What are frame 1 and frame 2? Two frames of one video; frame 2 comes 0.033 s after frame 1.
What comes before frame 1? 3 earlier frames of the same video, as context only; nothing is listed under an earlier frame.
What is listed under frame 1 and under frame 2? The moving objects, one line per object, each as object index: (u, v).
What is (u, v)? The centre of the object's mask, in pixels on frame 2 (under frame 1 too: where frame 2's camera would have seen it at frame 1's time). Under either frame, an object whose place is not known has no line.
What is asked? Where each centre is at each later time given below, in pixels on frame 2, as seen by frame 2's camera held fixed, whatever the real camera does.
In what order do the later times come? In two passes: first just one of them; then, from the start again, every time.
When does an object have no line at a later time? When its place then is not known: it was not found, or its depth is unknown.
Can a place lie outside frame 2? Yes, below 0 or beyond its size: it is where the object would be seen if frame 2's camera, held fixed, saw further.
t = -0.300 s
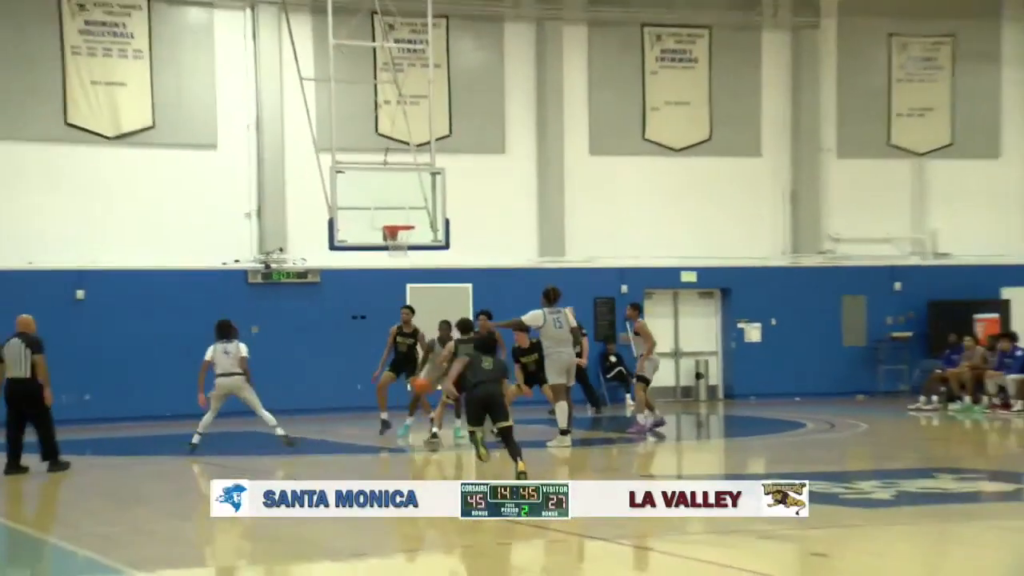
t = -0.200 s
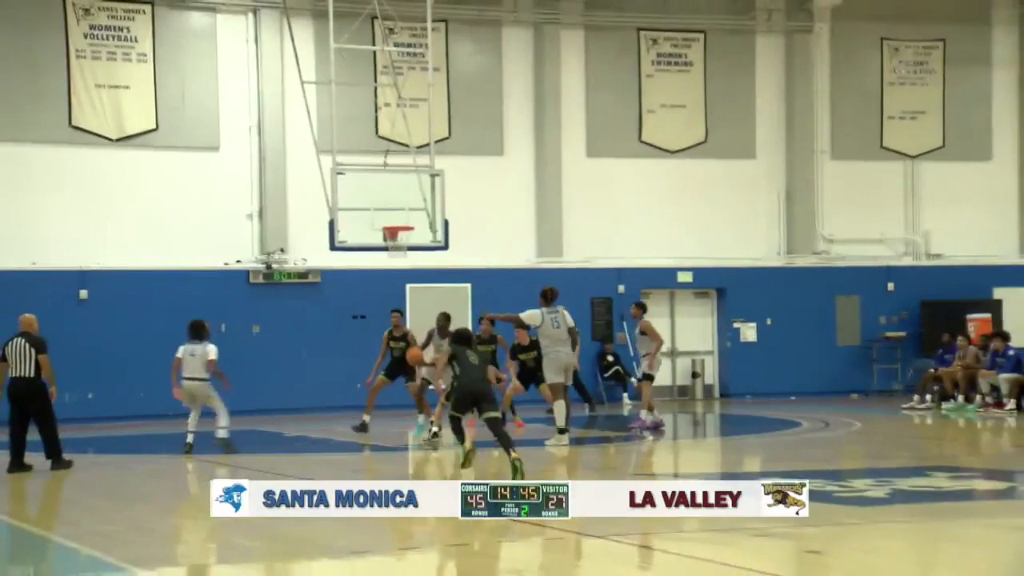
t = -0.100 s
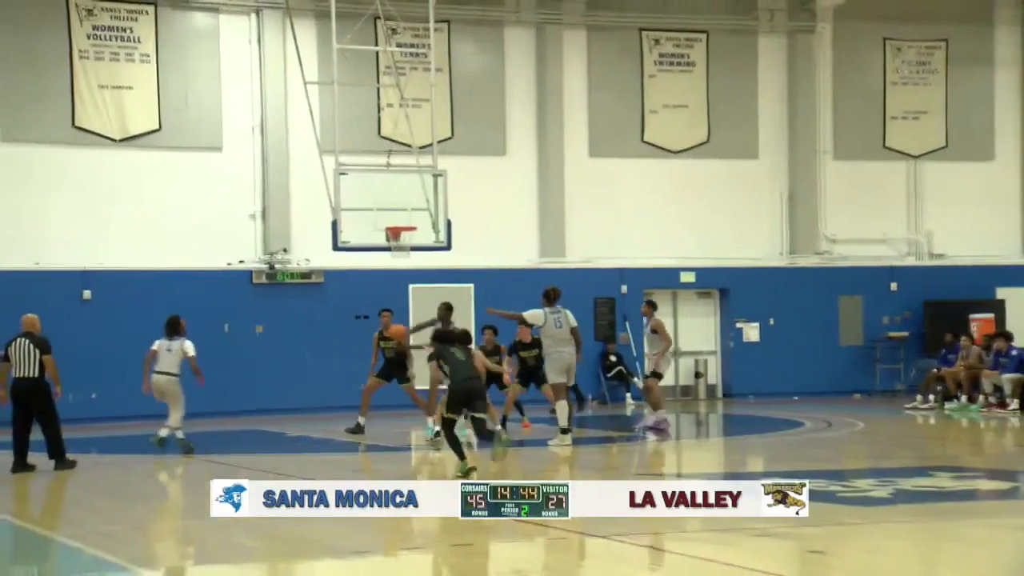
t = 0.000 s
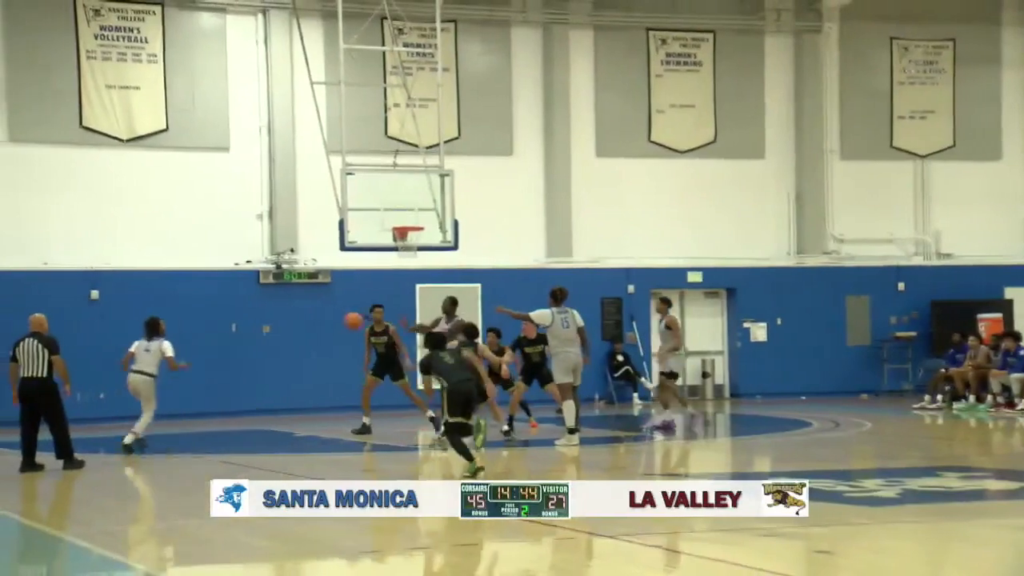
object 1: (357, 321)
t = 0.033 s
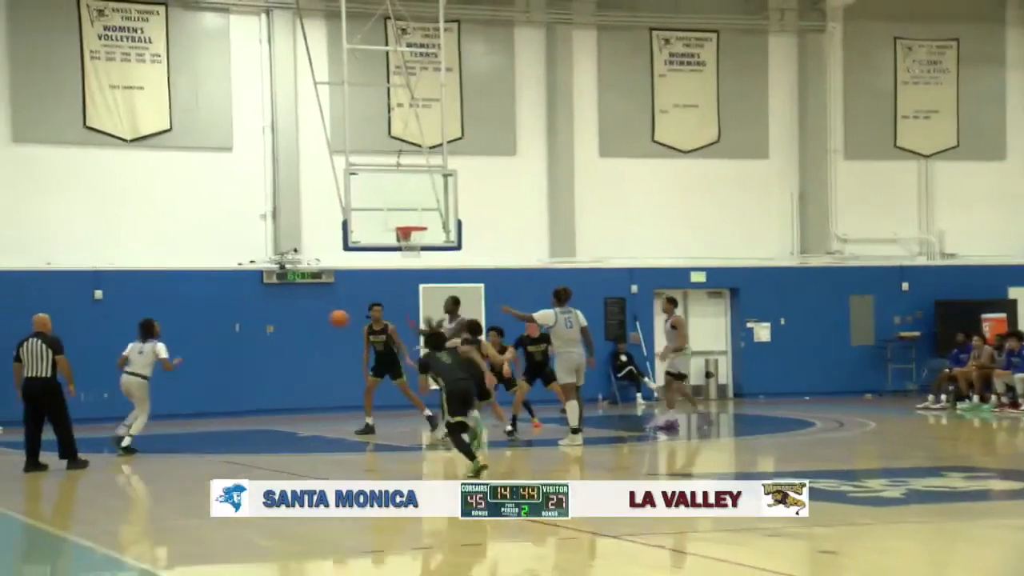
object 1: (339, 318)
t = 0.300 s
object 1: (194, 329)
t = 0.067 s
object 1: (321, 317)
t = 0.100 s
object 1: (303, 316)
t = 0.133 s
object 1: (286, 316)
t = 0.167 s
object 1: (268, 317)
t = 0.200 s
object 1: (250, 319)
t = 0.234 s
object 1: (232, 321)
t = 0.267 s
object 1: (213, 324)
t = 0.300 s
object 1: (194, 329)
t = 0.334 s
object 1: (176, 334)
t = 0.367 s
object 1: (157, 340)
